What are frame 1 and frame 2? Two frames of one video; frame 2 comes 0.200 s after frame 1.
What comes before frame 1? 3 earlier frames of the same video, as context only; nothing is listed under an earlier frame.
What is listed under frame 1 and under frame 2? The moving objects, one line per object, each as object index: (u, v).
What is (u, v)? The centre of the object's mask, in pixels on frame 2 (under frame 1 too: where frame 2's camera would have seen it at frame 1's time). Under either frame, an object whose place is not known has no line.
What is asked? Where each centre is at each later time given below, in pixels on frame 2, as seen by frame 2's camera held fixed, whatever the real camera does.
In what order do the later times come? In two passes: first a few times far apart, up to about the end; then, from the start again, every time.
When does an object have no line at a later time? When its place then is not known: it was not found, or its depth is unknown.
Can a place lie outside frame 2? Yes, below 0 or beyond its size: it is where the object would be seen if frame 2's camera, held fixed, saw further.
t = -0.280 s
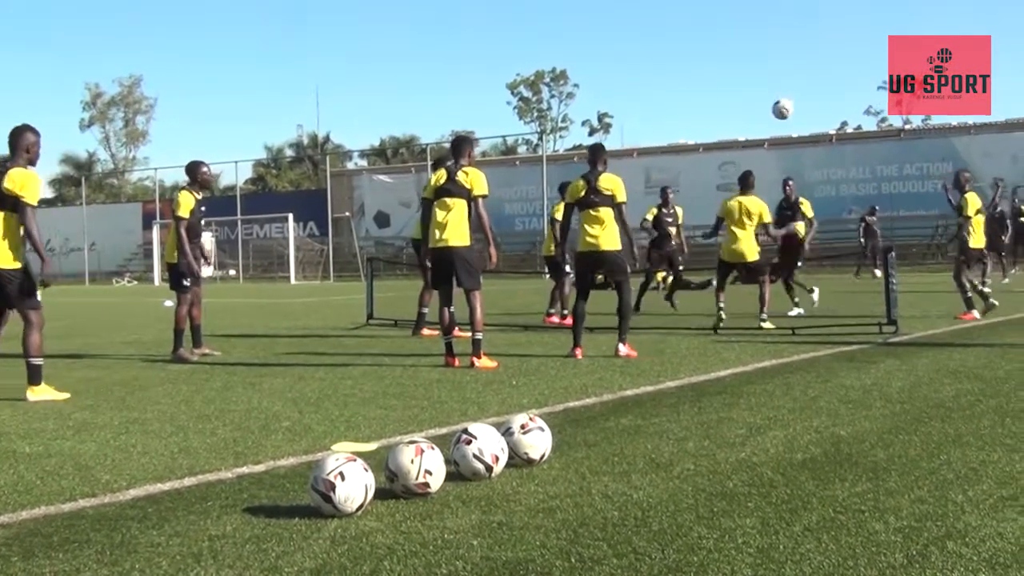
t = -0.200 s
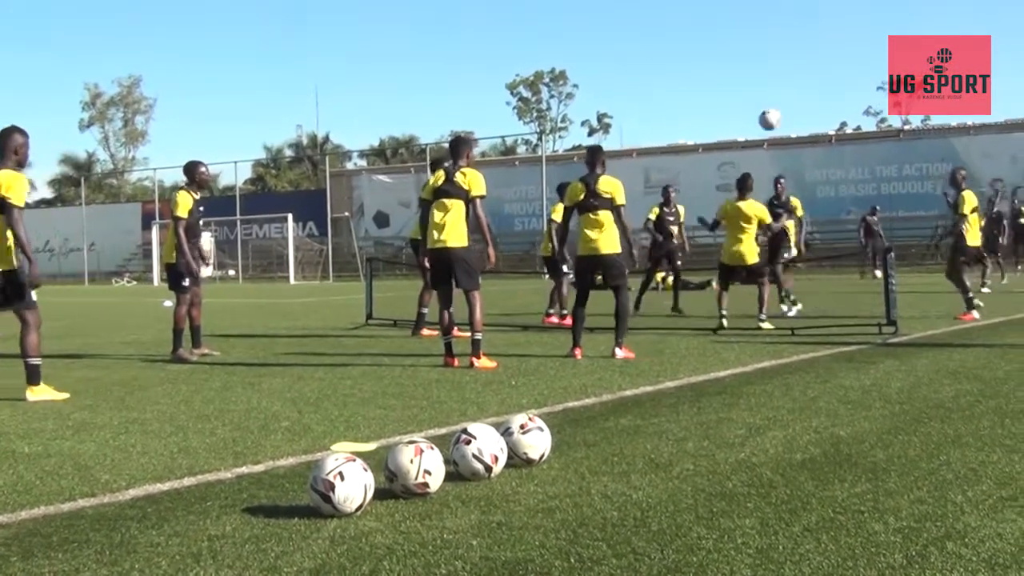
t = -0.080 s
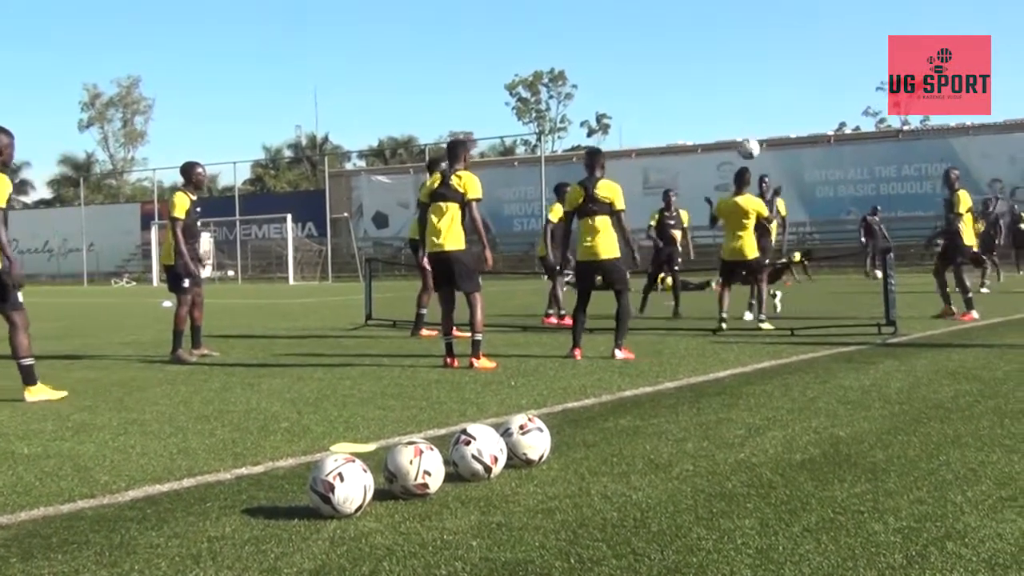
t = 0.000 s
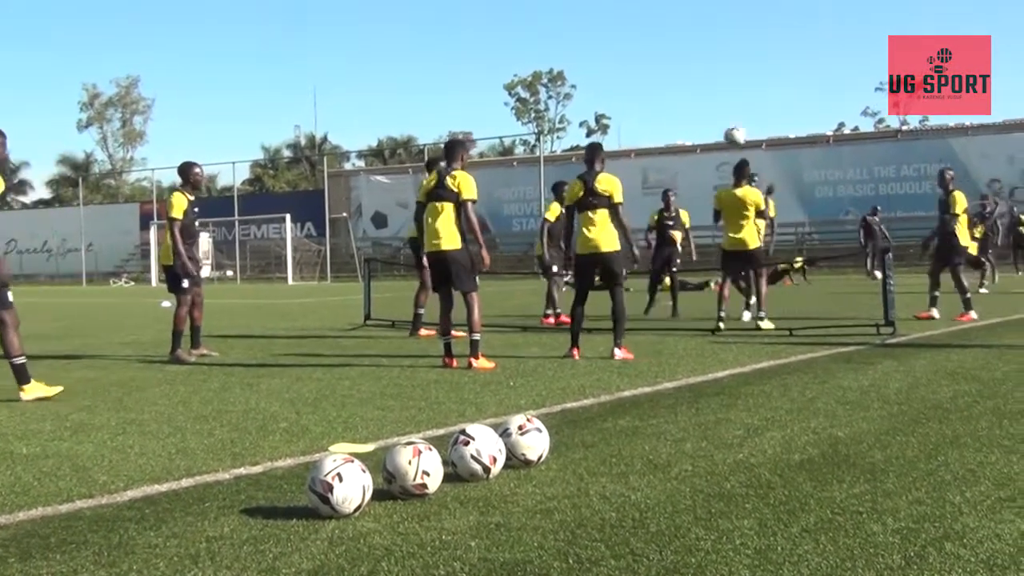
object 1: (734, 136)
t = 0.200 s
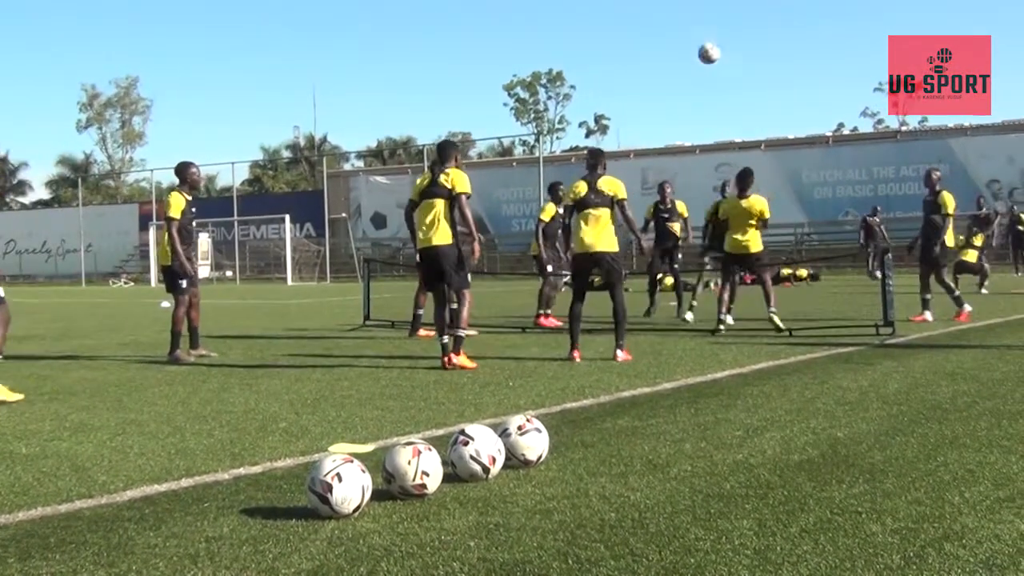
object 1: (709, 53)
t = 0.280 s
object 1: (698, 31)
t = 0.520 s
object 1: (669, 6)
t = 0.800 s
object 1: (636, 41)
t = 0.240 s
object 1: (703, 41)
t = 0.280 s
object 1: (698, 31)
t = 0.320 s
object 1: (693, 22)
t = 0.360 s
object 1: (688, 15)
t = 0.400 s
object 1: (683, 10)
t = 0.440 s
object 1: (678, 7)
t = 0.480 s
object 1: (673, 6)
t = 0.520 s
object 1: (669, 6)
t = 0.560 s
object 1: (664, 6)
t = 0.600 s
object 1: (660, 7)
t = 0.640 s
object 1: (655, 11)
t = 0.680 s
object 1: (650, 16)
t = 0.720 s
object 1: (645, 22)
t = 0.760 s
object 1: (641, 31)
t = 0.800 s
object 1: (636, 41)
